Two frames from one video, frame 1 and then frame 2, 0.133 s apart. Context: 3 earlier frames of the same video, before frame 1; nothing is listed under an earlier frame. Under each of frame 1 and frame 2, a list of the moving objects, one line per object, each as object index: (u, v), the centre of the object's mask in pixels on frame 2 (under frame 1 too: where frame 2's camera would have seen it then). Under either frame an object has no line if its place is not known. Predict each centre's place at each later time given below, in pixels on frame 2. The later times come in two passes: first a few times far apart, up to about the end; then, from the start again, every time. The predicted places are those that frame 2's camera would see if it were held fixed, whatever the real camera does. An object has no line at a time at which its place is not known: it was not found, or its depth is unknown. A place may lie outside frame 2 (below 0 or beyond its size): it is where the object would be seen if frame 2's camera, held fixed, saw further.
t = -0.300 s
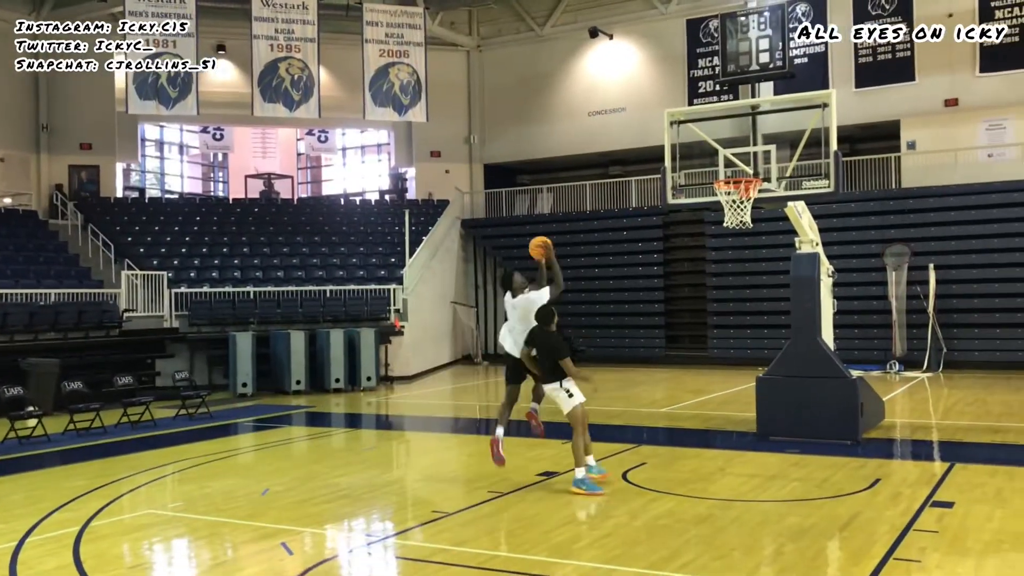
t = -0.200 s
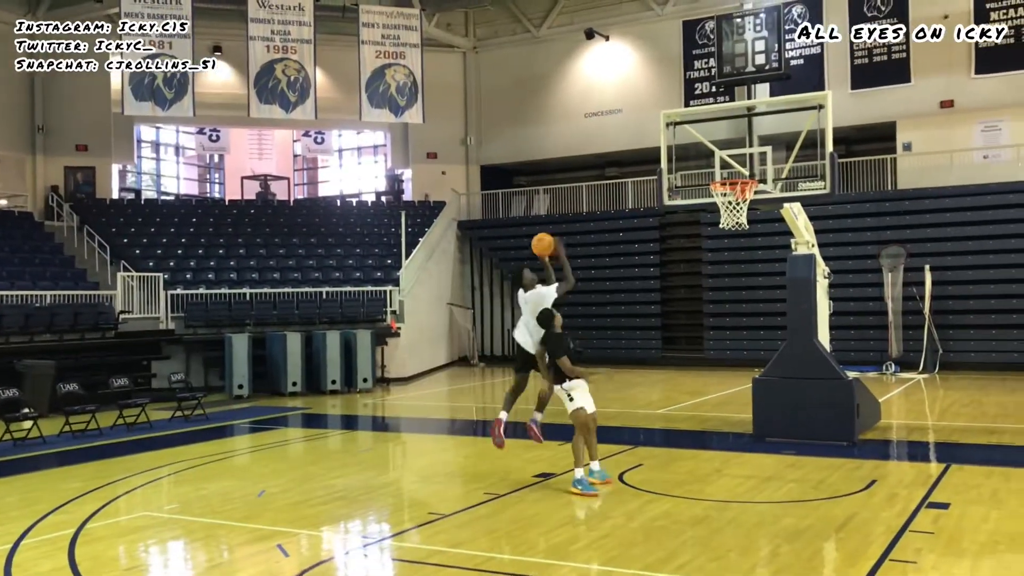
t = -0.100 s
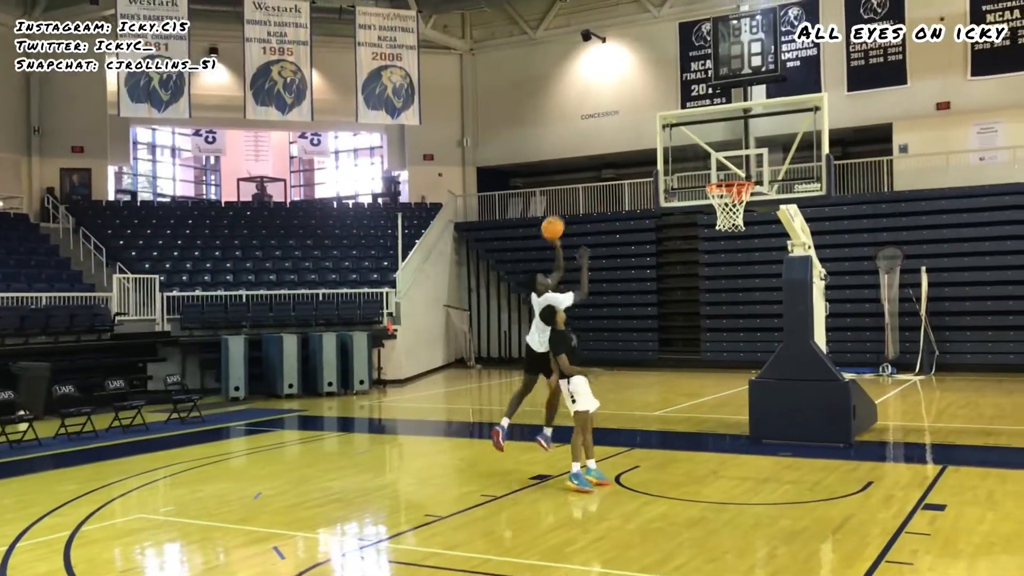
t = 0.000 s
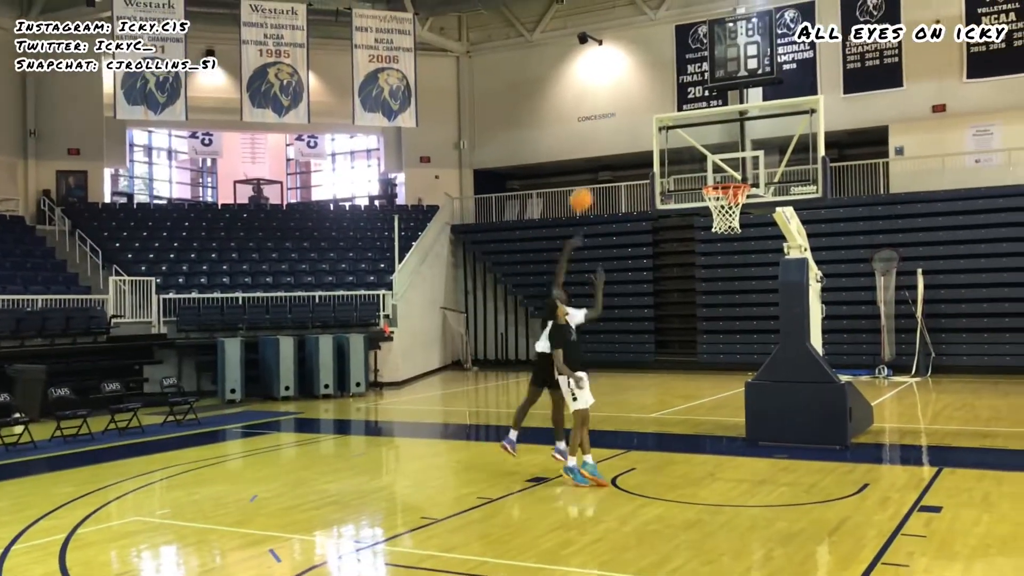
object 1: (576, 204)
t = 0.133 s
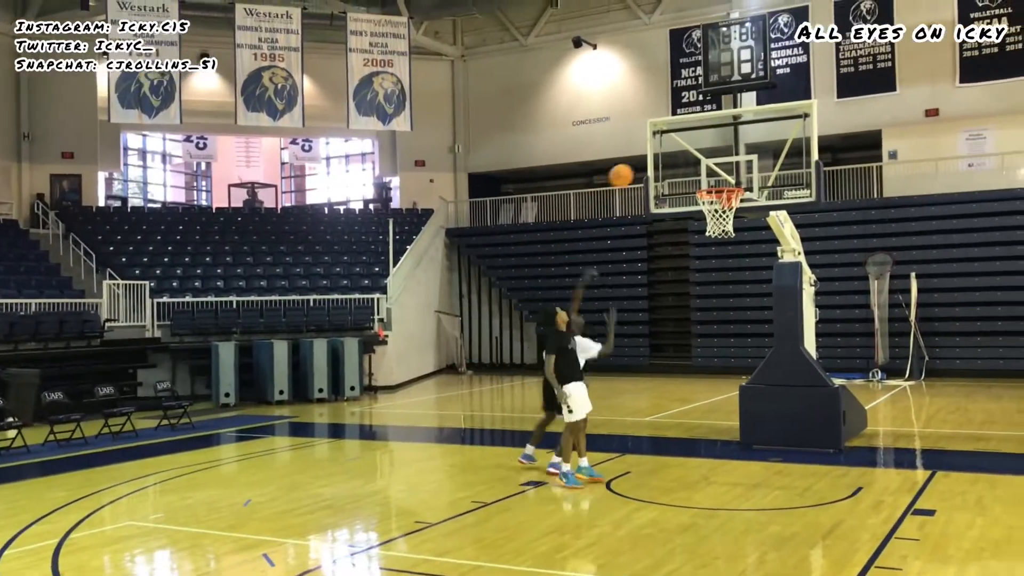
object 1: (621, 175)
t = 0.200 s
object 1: (643, 168)
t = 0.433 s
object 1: (699, 168)
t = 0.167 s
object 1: (632, 172)
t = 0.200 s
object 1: (643, 168)
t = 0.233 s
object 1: (655, 165)
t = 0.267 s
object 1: (667, 164)
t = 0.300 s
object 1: (678, 164)
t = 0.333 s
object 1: (686, 164)
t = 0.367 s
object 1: (690, 164)
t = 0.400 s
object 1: (694, 165)
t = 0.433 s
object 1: (699, 168)
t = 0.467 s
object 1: (703, 171)
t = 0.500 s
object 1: (708, 177)
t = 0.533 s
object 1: (713, 181)
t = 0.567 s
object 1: (716, 183)
